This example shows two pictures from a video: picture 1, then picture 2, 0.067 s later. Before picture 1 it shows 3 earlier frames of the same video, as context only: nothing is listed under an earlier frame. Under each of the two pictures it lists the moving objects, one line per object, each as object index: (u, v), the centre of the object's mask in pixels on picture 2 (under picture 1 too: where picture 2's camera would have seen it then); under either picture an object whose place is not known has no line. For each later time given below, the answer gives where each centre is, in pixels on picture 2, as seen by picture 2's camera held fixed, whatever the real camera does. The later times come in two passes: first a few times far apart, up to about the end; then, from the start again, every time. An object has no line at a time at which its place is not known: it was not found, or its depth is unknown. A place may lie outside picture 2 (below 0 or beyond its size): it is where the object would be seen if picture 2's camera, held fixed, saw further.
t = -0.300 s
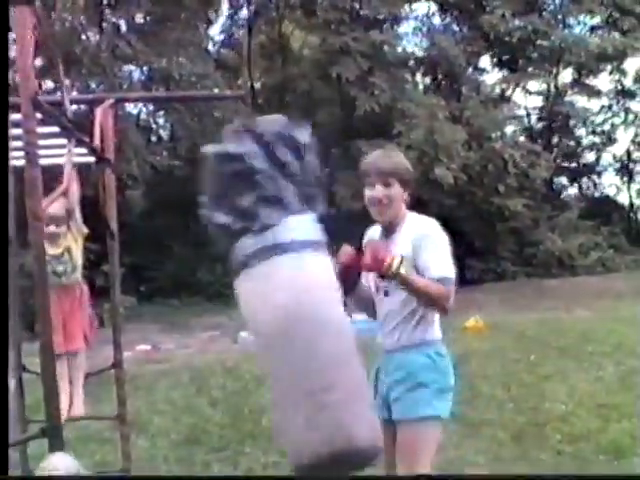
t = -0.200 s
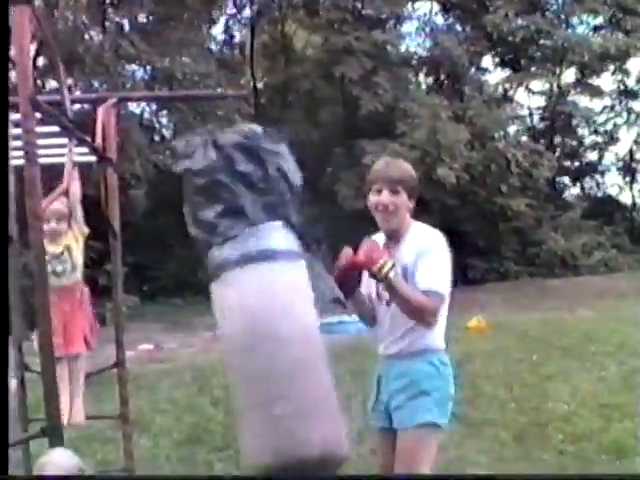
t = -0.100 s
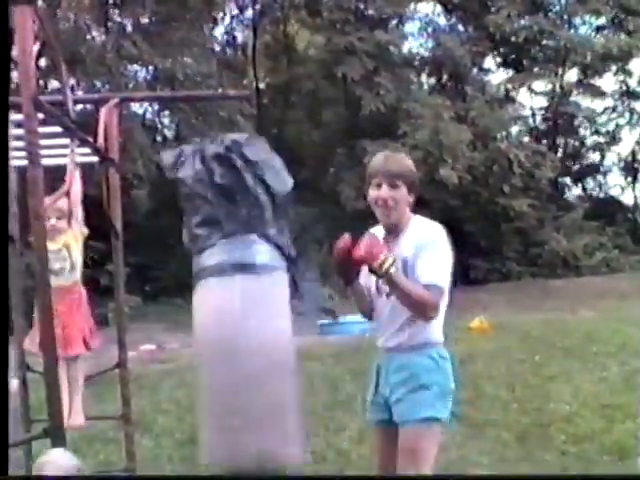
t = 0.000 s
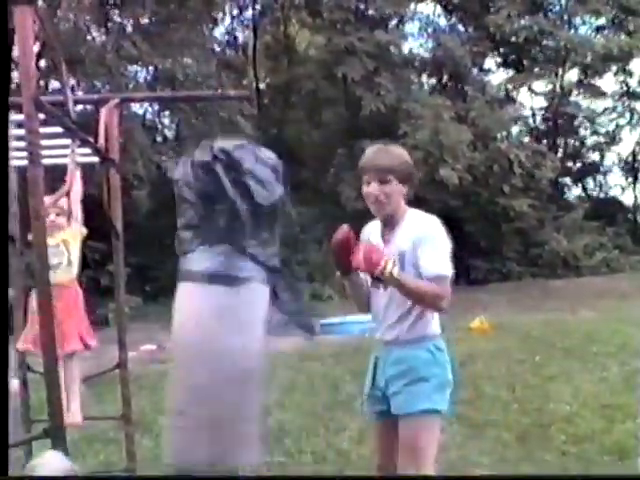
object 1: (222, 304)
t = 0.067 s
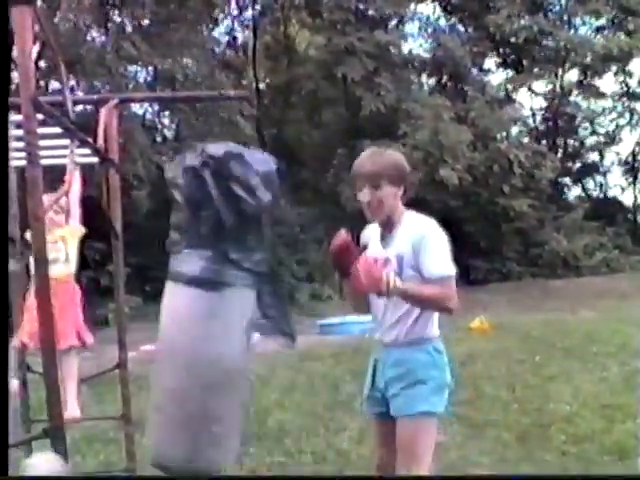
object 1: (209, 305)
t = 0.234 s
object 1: (188, 298)
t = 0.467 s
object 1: (187, 288)
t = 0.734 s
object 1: (223, 290)
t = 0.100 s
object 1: (204, 304)
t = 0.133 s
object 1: (200, 304)
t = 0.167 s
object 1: (195, 302)
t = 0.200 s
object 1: (191, 300)
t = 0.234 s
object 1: (188, 298)
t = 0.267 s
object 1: (185, 296)
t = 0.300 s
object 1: (184, 295)
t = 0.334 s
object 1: (184, 293)
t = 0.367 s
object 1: (184, 291)
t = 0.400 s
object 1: (185, 289)
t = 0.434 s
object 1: (186, 288)
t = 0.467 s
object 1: (187, 288)
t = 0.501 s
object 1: (191, 287)
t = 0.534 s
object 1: (193, 287)
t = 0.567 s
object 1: (197, 287)
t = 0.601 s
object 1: (202, 286)
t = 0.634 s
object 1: (206, 286)
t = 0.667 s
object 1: (212, 286)
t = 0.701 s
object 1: (218, 286)
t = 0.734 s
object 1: (223, 290)
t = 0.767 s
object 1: (229, 291)
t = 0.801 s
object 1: (236, 293)
